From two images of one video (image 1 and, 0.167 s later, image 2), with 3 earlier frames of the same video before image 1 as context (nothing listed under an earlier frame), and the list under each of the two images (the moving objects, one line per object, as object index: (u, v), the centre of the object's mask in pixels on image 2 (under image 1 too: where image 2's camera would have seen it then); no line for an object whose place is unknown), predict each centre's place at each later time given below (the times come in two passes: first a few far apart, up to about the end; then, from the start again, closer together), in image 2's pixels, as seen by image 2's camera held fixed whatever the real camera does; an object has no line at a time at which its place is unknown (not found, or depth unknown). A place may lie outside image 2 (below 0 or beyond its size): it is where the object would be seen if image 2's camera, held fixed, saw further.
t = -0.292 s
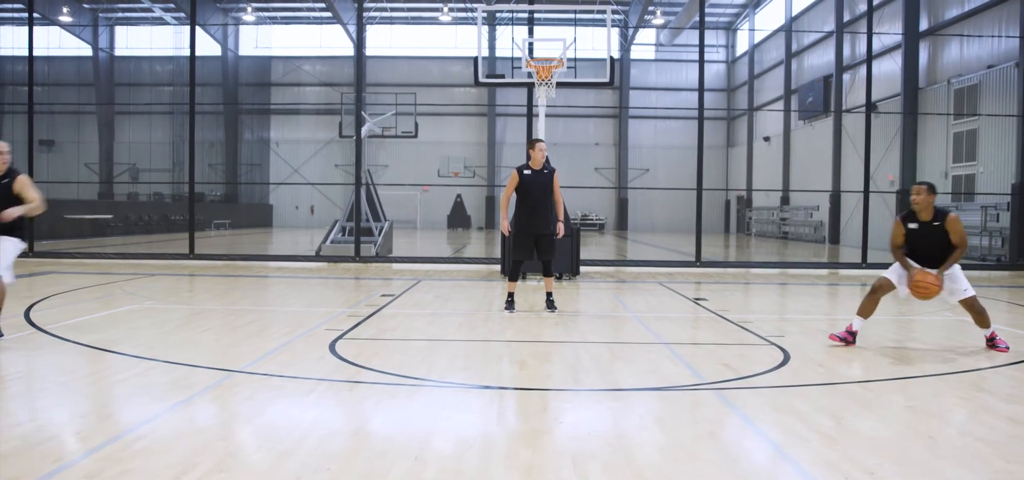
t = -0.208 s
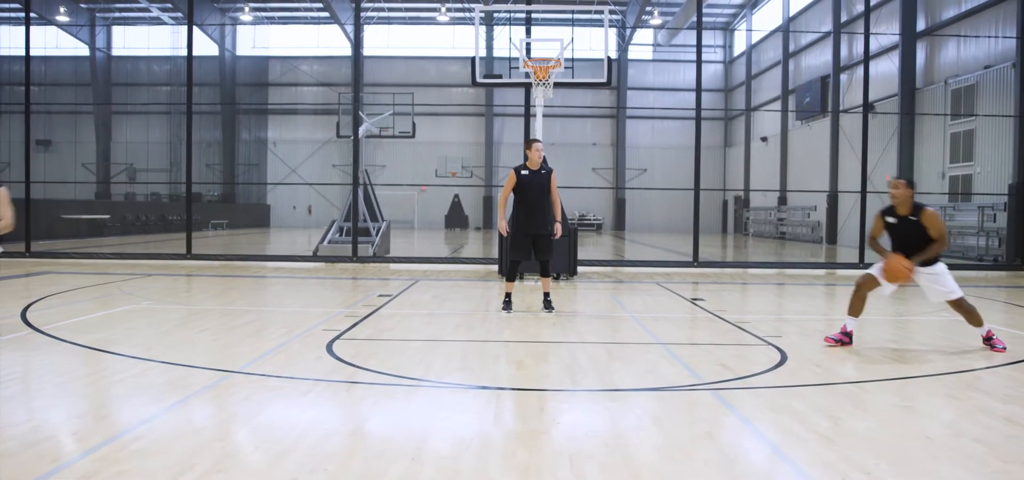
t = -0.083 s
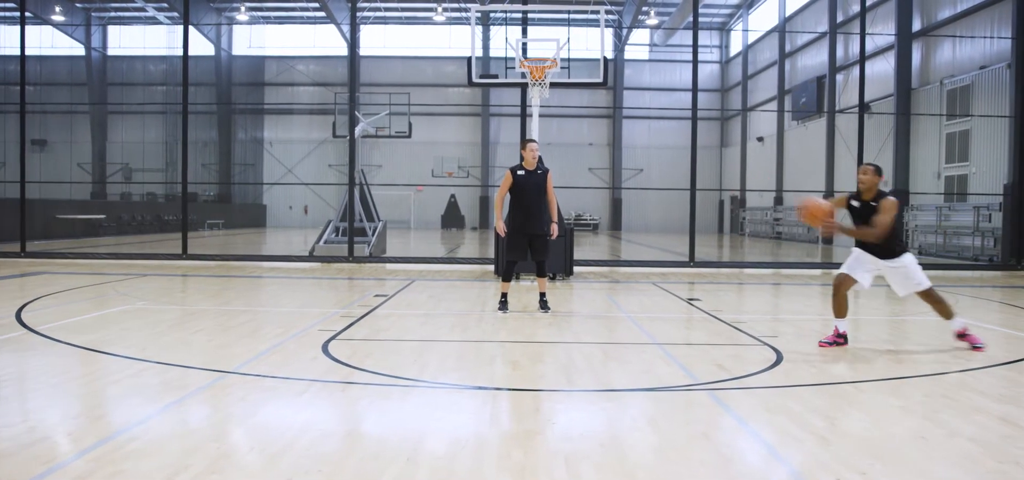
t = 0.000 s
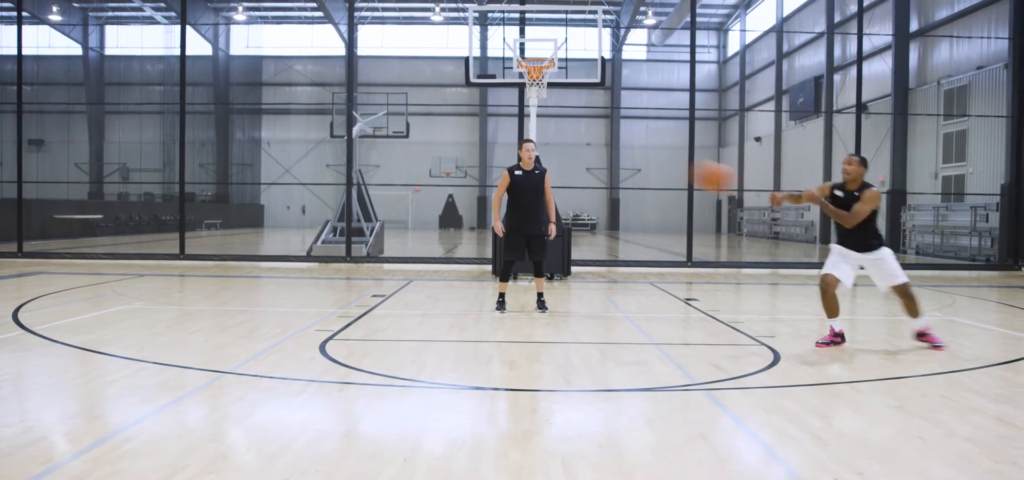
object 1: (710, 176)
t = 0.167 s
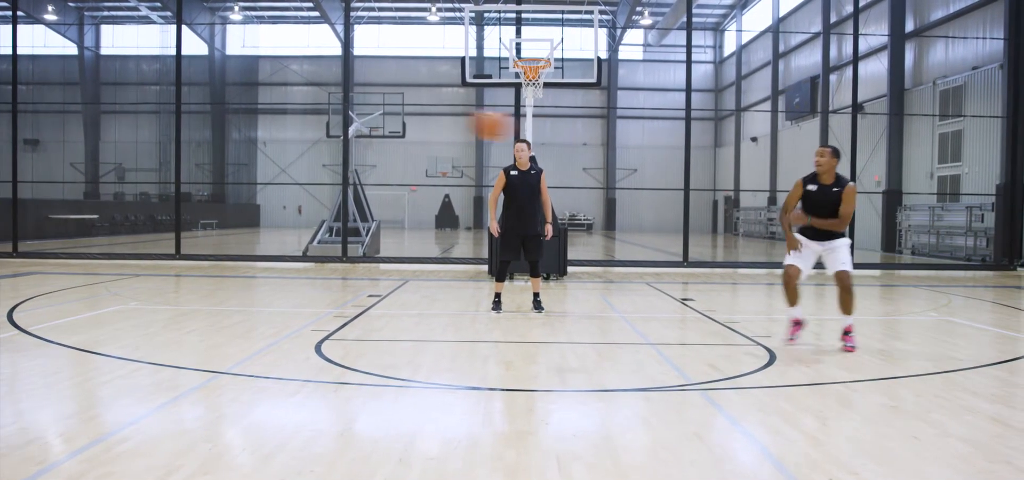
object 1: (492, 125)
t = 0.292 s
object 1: (328, 107)
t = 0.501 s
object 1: (53, 119)
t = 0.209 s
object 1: (436, 117)
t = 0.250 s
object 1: (380, 111)
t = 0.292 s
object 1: (328, 107)
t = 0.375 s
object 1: (217, 106)
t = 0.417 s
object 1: (163, 108)
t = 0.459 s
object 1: (107, 113)
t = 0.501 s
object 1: (53, 119)
